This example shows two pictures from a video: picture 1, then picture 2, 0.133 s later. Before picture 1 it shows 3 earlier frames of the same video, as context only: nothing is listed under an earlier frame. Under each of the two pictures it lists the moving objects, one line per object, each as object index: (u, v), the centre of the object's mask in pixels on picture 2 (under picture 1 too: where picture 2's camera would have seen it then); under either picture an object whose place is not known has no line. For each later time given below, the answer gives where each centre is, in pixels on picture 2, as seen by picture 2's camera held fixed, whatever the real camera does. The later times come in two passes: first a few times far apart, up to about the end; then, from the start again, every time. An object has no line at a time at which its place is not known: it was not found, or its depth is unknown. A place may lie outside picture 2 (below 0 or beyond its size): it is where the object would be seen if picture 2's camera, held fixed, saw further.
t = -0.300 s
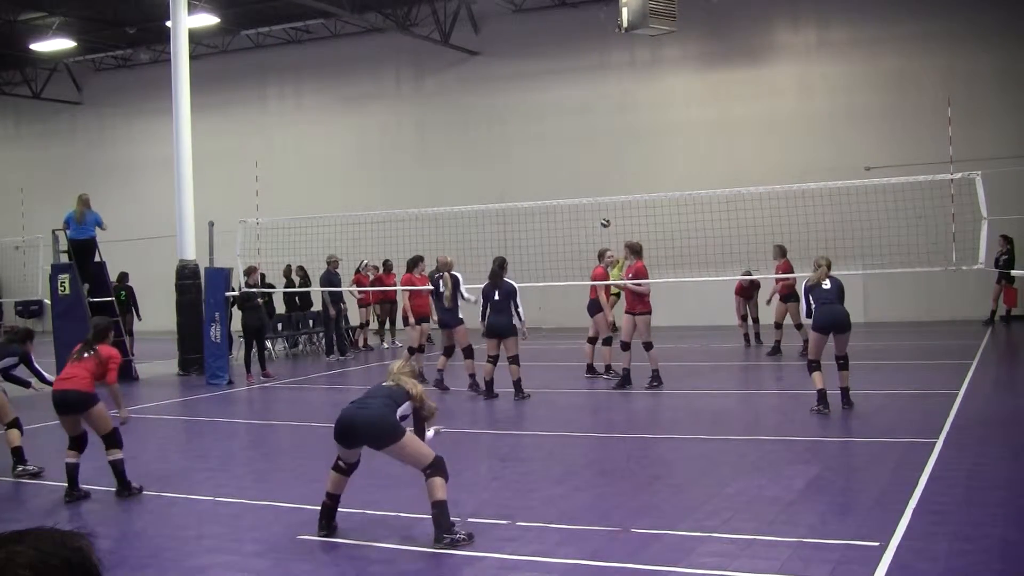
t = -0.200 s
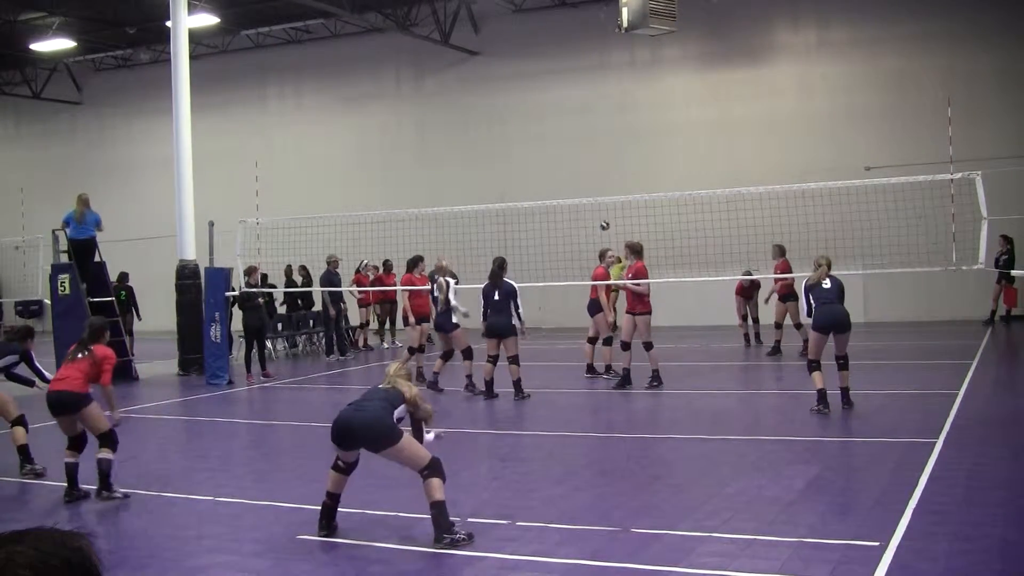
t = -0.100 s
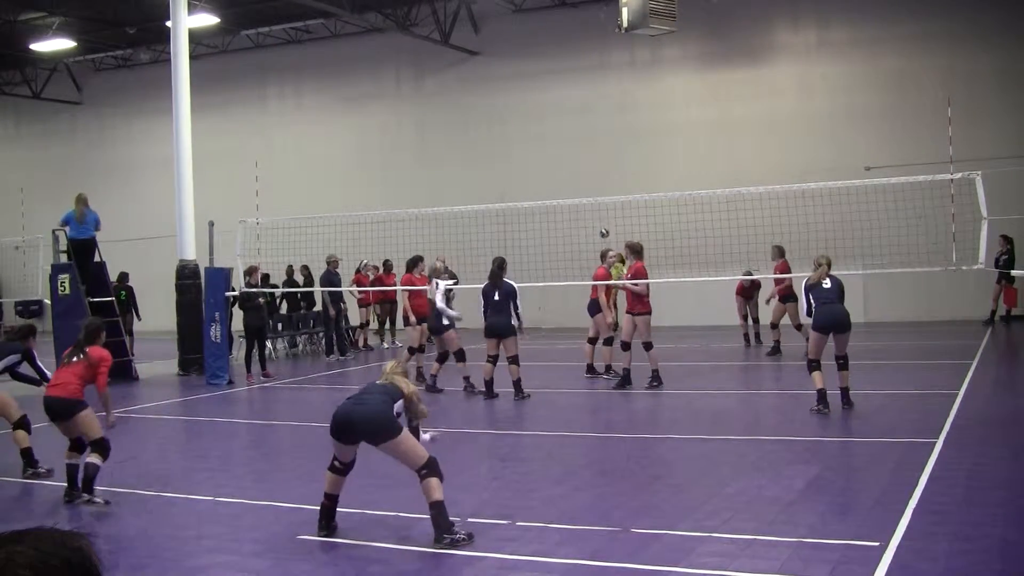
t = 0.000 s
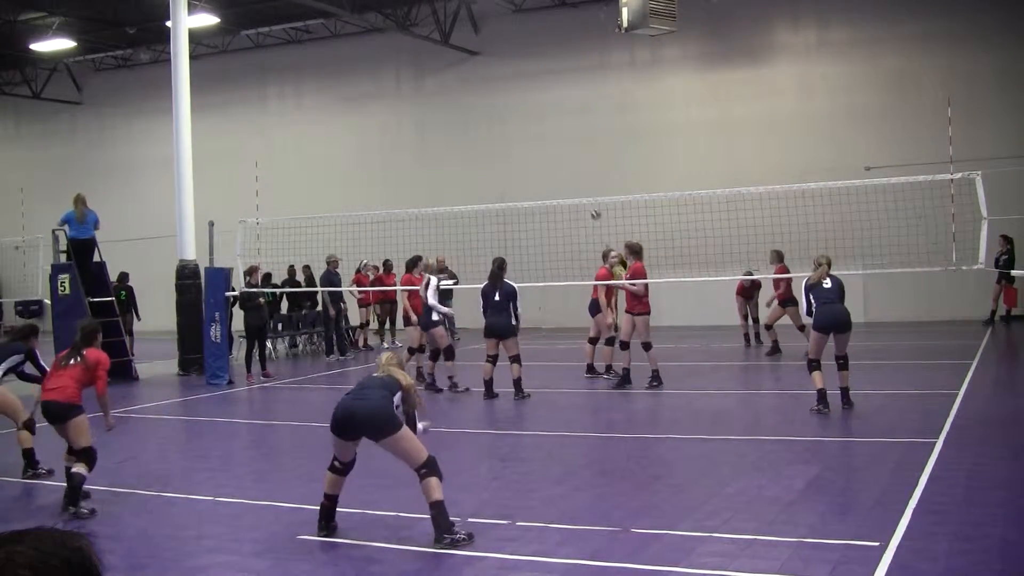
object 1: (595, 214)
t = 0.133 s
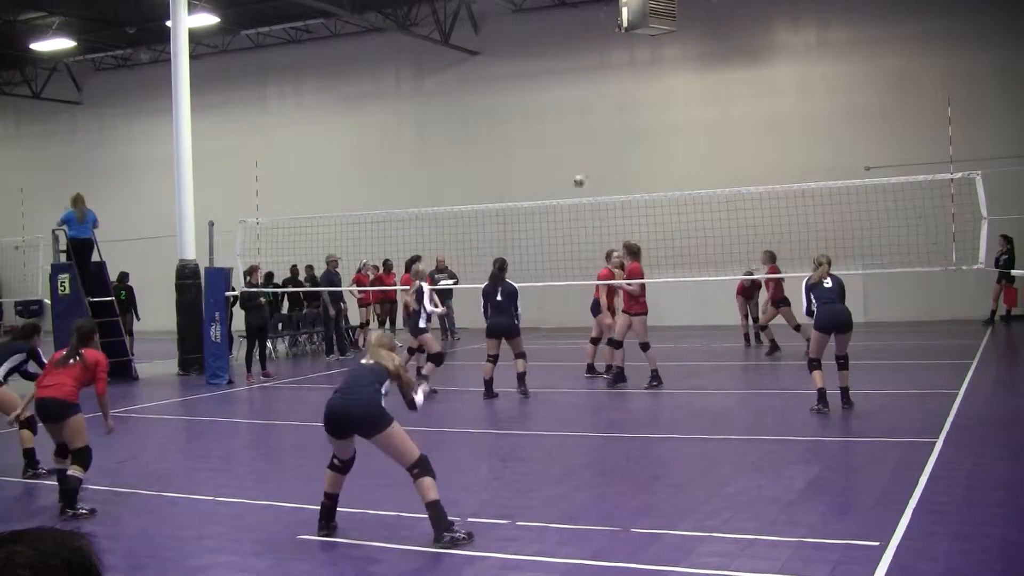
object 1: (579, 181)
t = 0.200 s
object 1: (568, 168)
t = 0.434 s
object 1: (528, 134)
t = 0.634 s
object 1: (487, 123)
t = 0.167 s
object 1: (574, 174)
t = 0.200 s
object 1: (568, 168)
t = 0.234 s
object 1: (563, 163)
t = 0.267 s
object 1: (557, 157)
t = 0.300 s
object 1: (552, 152)
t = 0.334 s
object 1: (547, 147)
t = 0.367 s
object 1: (541, 143)
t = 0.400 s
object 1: (535, 137)
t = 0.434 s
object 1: (528, 134)
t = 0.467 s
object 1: (522, 131)
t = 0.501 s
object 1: (515, 128)
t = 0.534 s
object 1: (508, 126)
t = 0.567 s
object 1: (503, 125)
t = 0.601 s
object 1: (495, 124)
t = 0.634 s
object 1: (487, 123)
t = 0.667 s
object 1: (479, 123)
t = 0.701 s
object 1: (472, 124)
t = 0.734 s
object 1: (463, 126)
